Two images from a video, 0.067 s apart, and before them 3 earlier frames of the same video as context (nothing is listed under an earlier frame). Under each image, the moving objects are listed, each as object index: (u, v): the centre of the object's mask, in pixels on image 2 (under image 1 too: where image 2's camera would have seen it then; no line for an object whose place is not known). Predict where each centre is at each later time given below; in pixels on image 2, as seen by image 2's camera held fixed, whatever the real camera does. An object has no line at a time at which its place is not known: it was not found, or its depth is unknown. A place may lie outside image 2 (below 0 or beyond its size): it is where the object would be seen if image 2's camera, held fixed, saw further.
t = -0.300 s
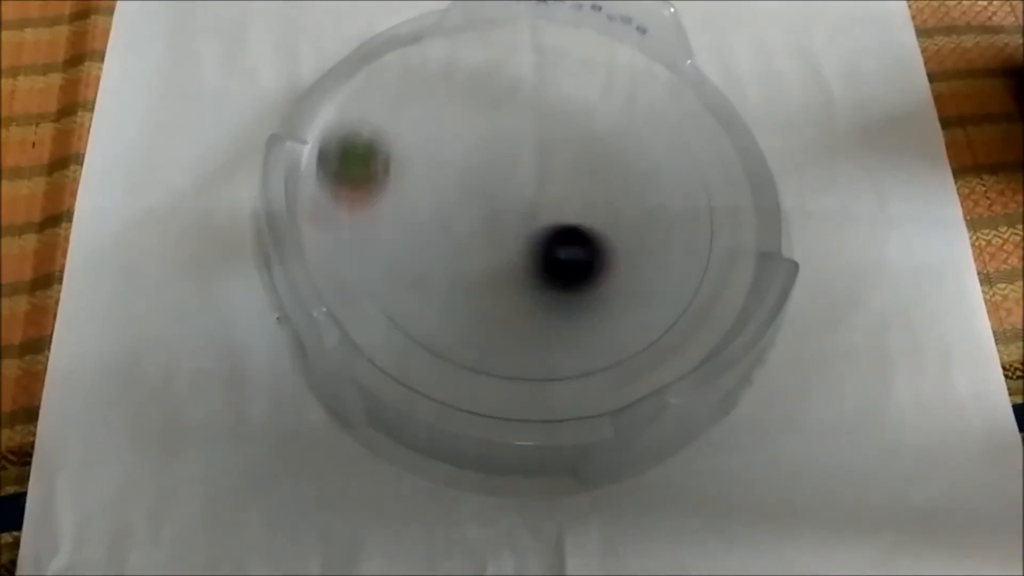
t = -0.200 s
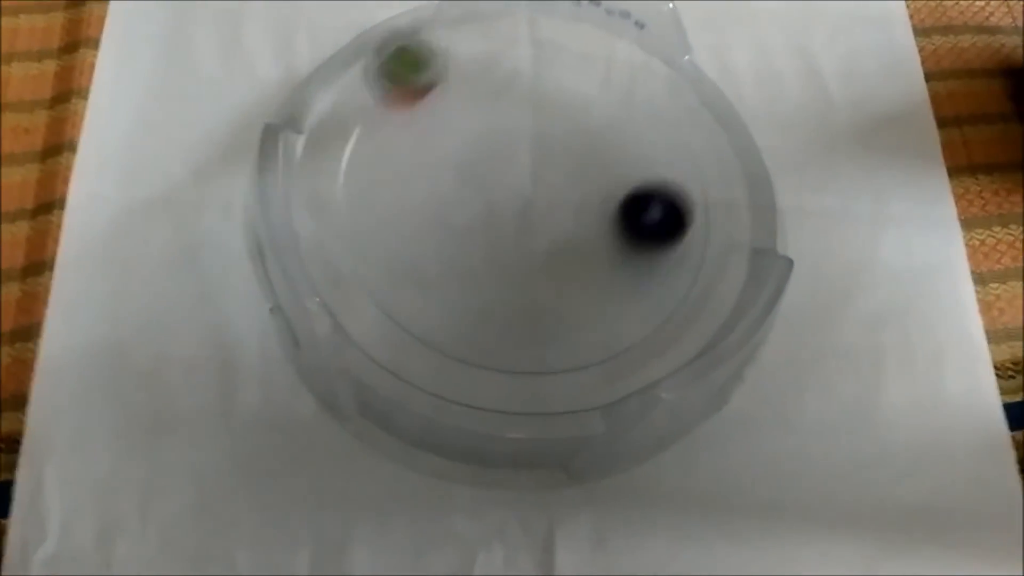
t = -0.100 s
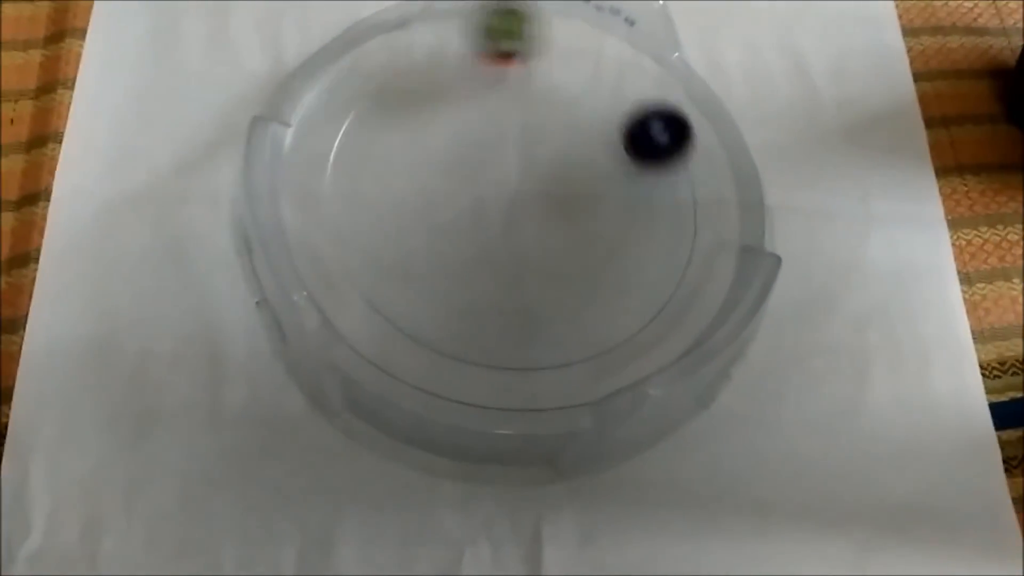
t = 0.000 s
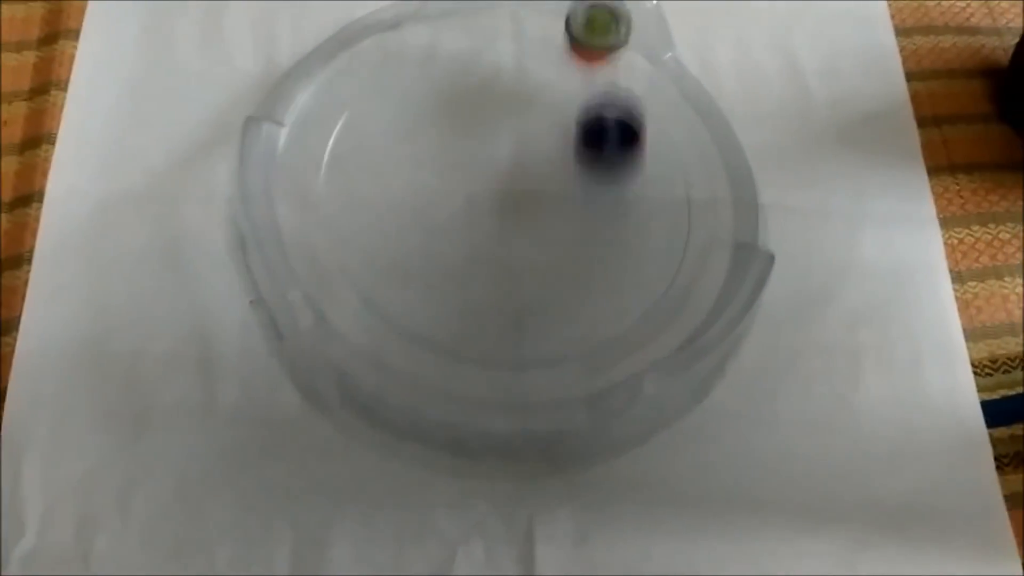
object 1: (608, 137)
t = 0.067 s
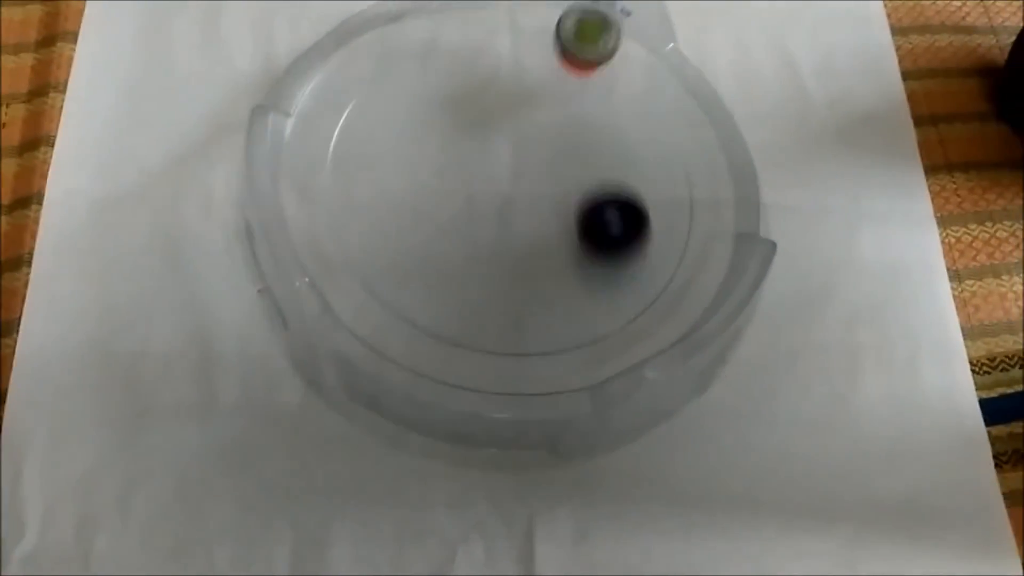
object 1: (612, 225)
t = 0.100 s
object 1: (622, 249)
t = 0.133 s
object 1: (636, 266)
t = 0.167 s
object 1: (654, 278)
